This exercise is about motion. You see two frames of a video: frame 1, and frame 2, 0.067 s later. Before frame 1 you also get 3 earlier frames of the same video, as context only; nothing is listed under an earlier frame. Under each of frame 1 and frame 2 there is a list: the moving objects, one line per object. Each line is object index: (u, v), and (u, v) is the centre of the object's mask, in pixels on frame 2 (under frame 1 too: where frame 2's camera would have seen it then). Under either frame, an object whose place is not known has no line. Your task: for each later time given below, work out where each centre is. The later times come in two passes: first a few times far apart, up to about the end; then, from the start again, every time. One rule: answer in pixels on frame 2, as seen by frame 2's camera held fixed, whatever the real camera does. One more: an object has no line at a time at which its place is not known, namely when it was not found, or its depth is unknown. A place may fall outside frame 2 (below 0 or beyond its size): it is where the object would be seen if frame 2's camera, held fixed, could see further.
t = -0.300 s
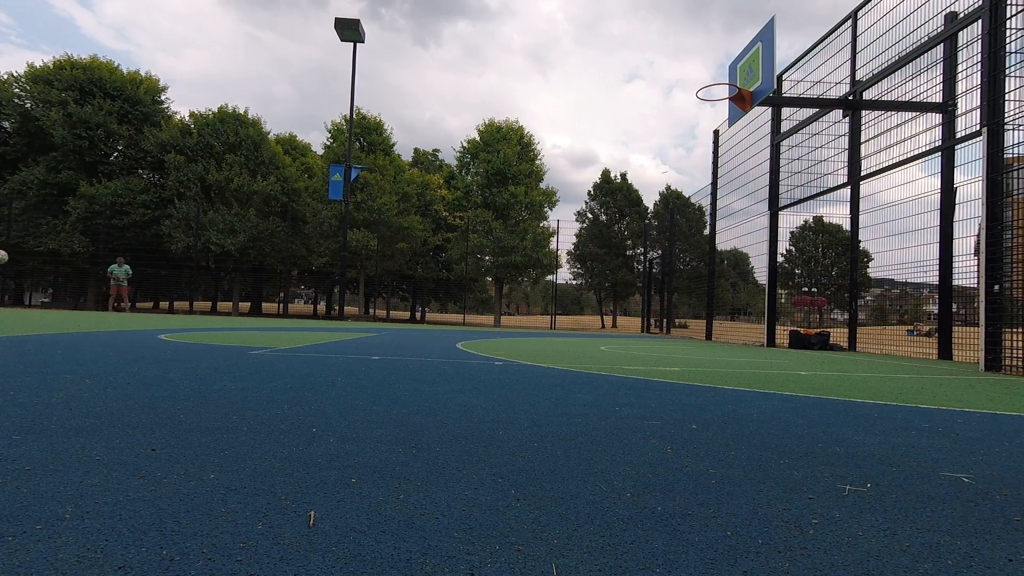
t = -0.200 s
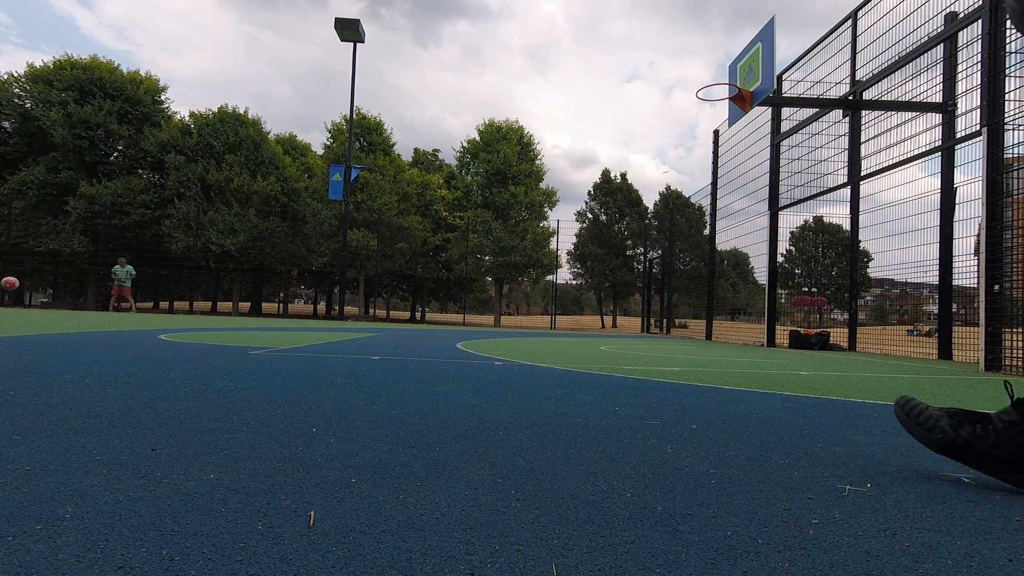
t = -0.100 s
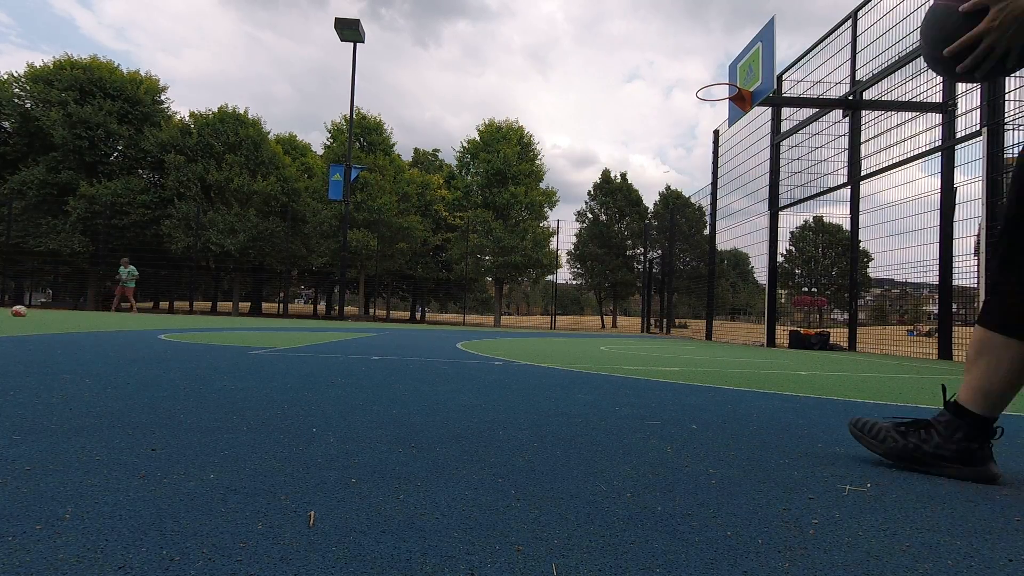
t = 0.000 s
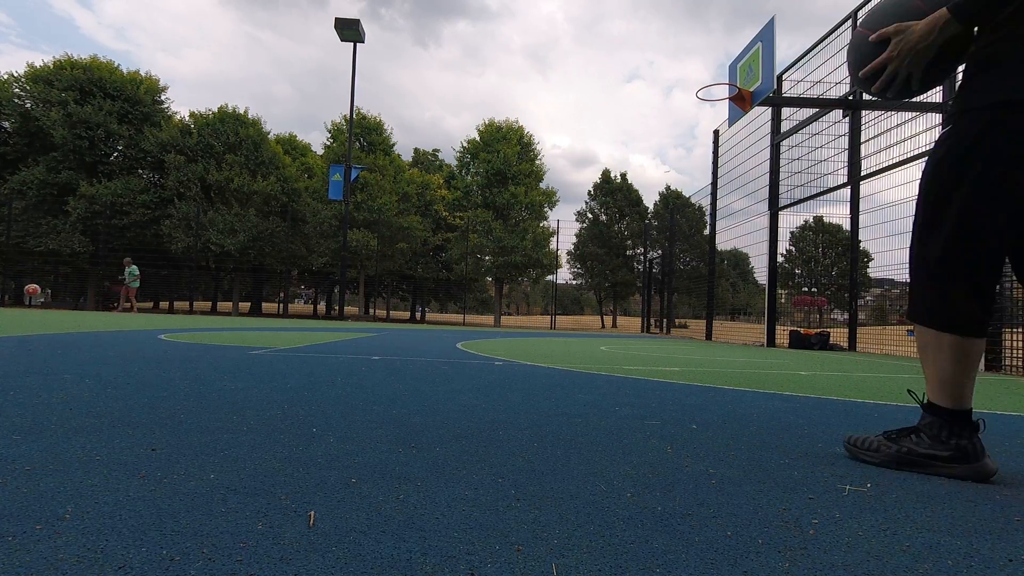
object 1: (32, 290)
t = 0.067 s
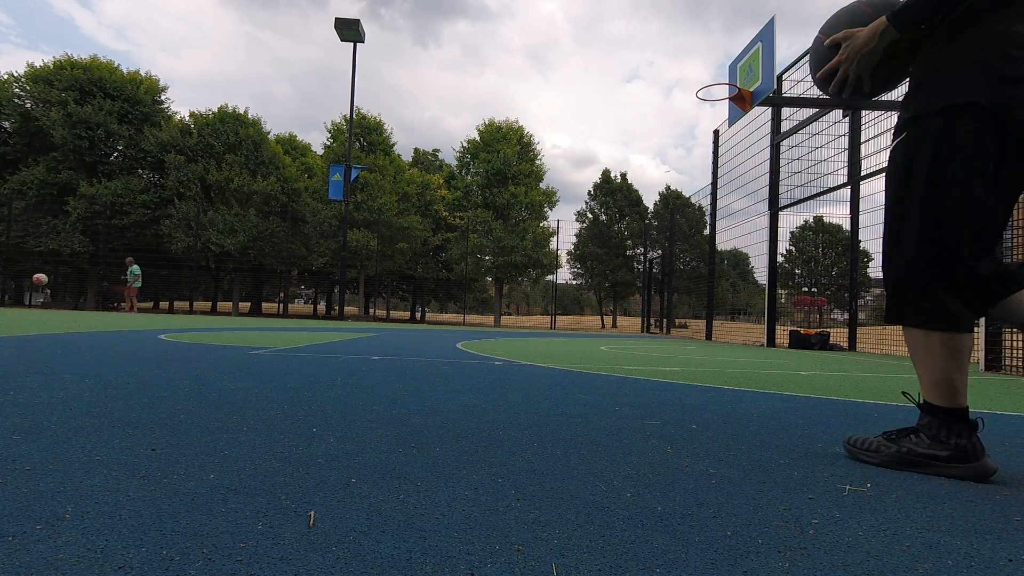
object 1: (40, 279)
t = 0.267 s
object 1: (59, 265)
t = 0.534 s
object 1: (78, 278)
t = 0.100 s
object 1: (44, 275)
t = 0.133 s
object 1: (47, 272)
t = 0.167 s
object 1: (50, 269)
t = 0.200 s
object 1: (53, 267)
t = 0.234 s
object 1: (56, 266)
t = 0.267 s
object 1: (59, 265)
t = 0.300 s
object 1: (62, 265)
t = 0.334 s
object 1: (65, 265)
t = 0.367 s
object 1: (67, 266)
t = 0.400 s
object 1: (70, 267)
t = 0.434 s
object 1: (72, 270)
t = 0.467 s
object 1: (74, 272)
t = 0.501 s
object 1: (76, 275)
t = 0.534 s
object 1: (78, 278)
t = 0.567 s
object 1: (81, 282)
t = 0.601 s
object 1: (82, 287)
